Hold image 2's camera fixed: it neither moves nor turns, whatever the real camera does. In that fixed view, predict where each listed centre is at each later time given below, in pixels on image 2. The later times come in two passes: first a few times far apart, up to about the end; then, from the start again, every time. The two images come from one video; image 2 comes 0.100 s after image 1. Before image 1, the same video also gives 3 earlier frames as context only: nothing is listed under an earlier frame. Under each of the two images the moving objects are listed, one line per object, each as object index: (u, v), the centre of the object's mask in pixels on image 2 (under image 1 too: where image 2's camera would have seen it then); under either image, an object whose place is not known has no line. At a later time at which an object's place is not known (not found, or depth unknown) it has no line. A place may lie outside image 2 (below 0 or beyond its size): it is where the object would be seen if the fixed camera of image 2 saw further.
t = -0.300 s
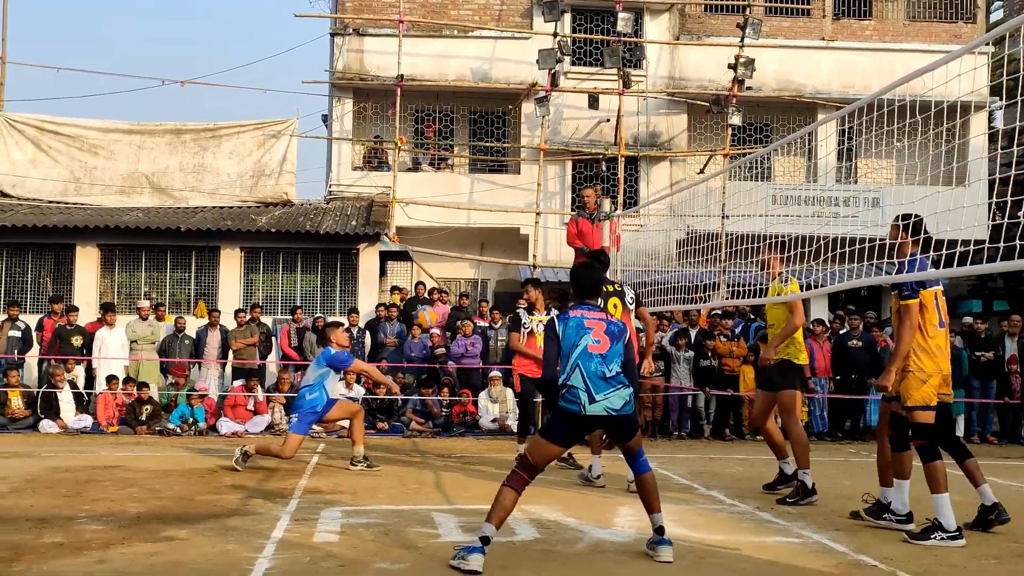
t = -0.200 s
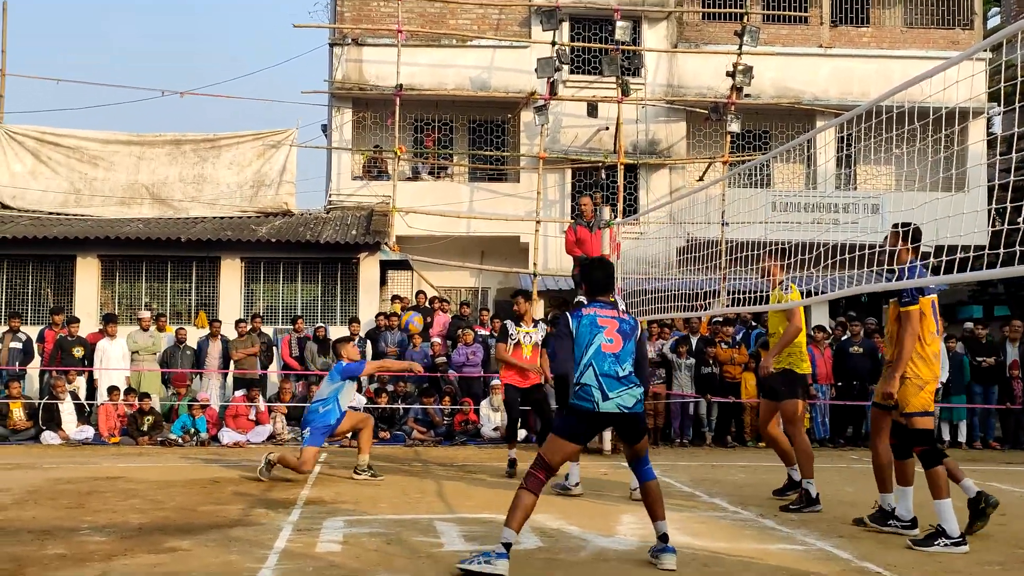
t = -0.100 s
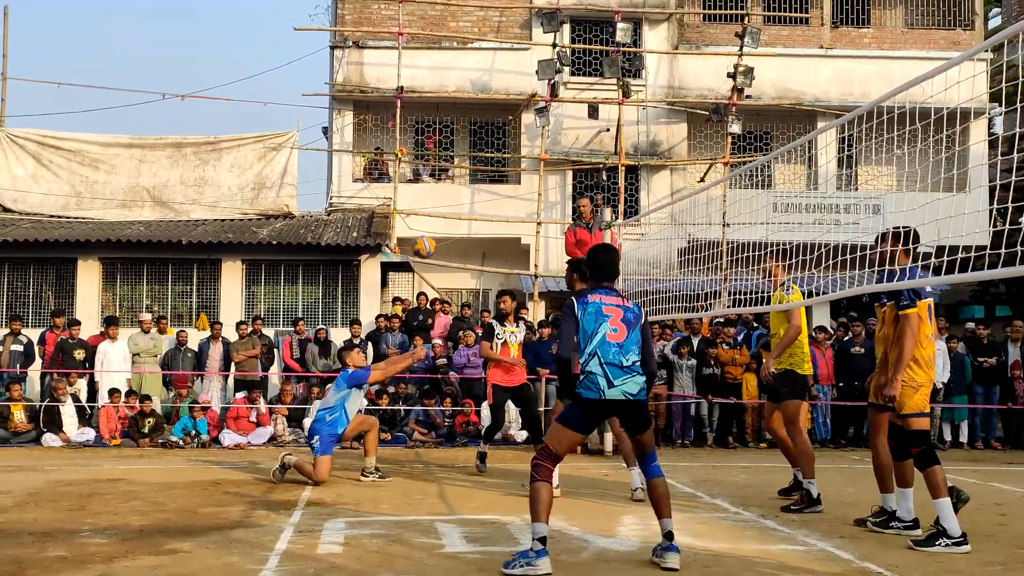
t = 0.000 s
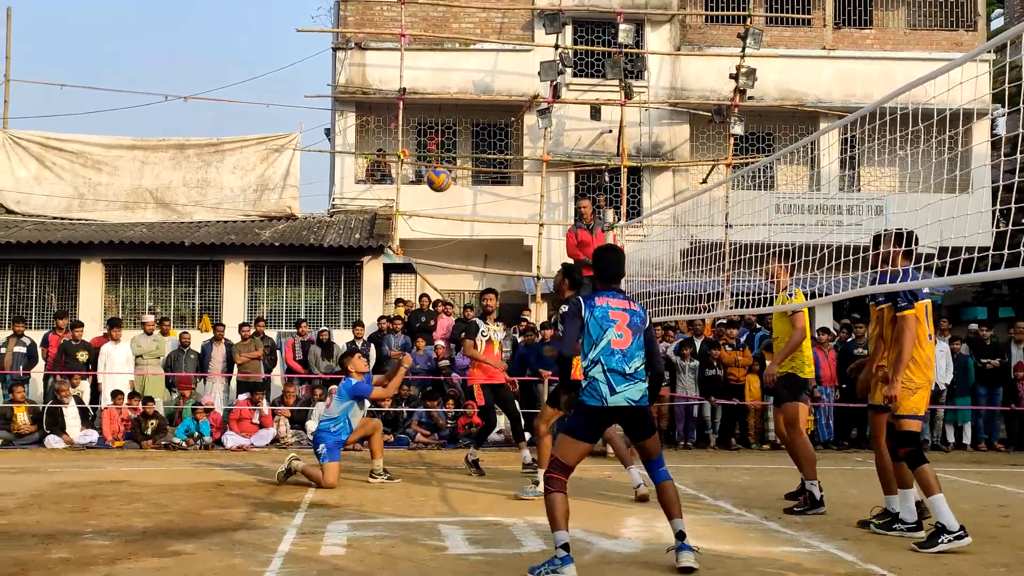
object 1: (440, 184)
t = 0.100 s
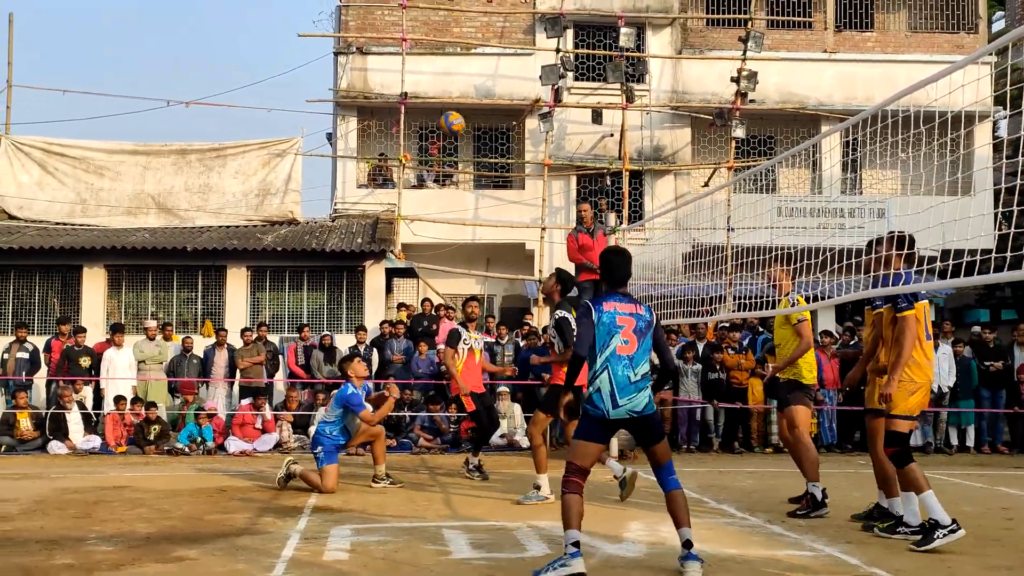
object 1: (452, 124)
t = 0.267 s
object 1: (471, 49)
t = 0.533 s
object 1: (500, -11)
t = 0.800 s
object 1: (531, 11)
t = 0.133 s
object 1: (456, 105)
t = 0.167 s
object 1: (459, 91)
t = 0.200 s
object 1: (463, 76)
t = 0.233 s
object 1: (467, 62)
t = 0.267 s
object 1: (471, 49)
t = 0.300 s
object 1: (474, 36)
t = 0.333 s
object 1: (477, 26)
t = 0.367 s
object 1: (481, 15)
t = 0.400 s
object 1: (484, 8)
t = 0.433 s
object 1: (489, 1)
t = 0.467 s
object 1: (493, -5)
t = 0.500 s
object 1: (496, -9)
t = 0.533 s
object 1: (500, -11)
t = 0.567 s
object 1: (504, -13)
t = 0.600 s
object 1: (508, -15)
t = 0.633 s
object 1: (511, -14)
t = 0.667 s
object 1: (516, -12)
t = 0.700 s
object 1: (519, -8)
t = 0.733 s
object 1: (524, -3)
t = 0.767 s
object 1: (528, 3)
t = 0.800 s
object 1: (531, 11)
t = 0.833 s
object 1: (535, 23)
